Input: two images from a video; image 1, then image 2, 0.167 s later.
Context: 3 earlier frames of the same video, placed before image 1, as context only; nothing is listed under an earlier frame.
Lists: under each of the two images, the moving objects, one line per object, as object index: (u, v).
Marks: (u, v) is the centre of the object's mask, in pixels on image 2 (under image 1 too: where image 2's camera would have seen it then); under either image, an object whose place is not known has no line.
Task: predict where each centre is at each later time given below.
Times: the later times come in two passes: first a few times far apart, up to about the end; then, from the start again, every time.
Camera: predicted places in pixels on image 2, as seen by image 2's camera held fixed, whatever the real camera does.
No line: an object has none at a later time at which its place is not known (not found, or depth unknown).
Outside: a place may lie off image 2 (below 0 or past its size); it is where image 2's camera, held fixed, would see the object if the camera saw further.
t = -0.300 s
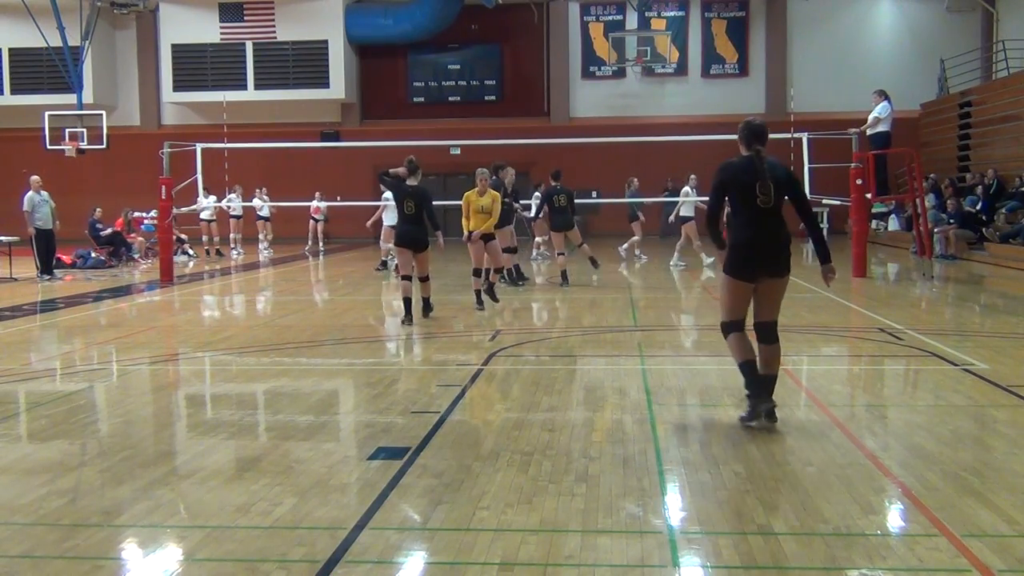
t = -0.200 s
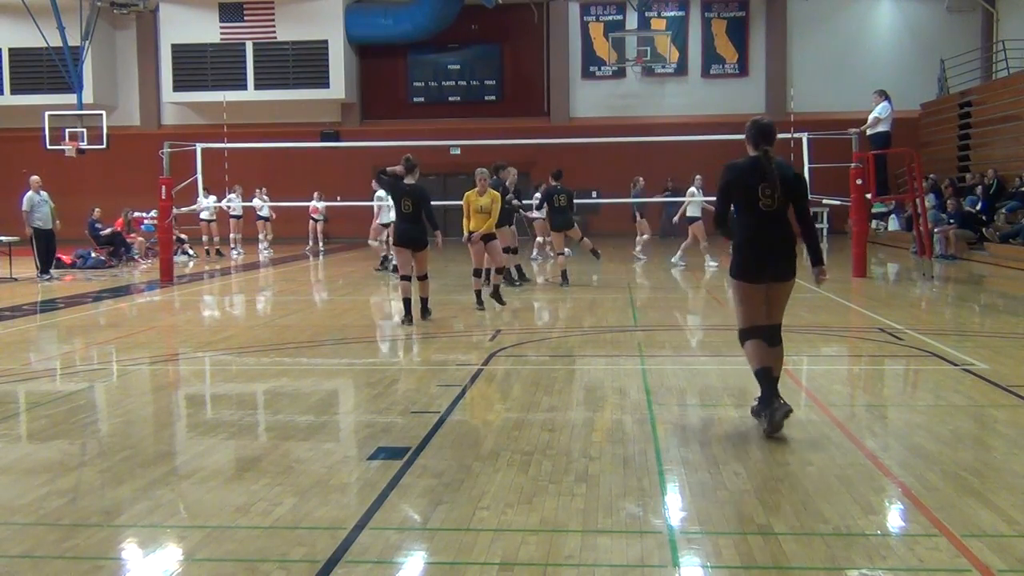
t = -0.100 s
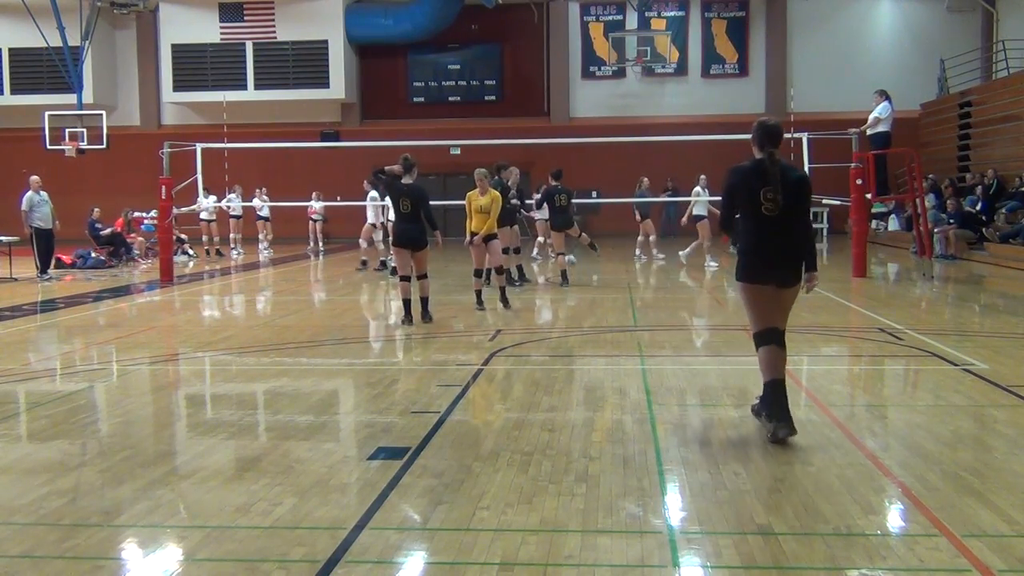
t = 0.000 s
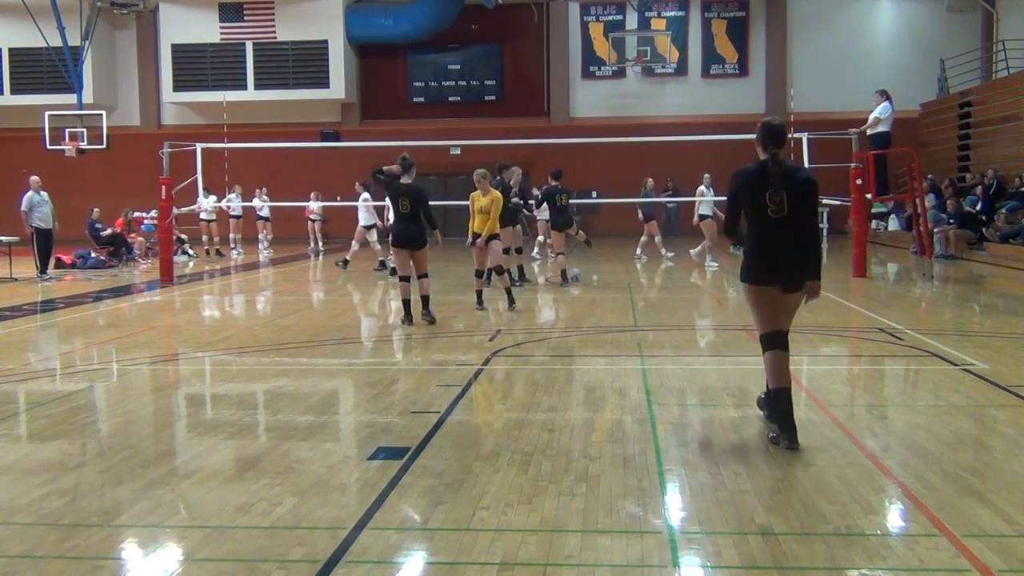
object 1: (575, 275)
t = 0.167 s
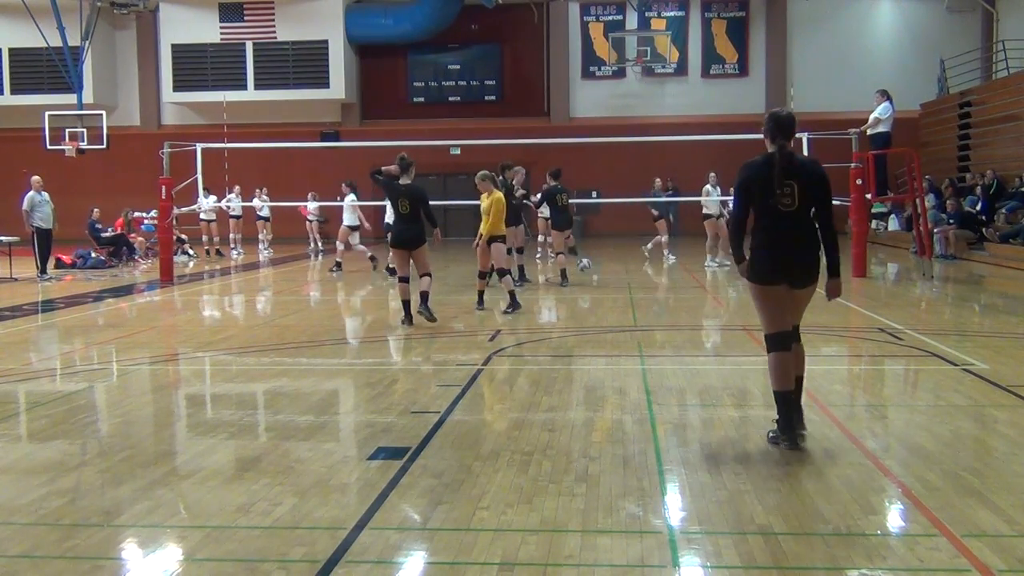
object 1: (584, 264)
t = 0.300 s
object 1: (591, 268)
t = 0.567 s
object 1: (607, 272)
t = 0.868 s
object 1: (627, 281)
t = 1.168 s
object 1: (648, 288)
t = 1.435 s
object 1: (670, 294)
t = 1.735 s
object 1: (697, 301)
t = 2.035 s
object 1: (727, 307)
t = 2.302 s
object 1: (757, 312)
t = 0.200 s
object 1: (586, 264)
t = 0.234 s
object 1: (586, 264)
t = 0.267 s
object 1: (589, 266)
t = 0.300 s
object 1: (591, 268)
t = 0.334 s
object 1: (593, 271)
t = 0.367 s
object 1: (595, 275)
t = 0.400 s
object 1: (597, 279)
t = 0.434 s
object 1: (599, 279)
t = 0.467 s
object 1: (600, 275)
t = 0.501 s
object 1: (603, 274)
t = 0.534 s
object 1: (605, 272)
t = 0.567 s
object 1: (607, 272)
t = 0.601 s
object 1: (609, 273)
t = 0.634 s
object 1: (612, 274)
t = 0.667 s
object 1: (614, 276)
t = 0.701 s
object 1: (615, 279)
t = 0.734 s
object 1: (618, 283)
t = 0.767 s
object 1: (621, 283)
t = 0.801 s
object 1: (623, 281)
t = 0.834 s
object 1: (625, 281)
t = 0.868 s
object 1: (627, 281)
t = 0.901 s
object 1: (629, 281)
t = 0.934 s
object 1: (631, 282)
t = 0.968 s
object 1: (634, 285)
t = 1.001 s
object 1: (636, 288)
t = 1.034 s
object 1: (639, 288)
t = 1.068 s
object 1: (641, 286)
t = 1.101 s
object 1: (643, 286)
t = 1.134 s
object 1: (646, 287)
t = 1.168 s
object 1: (648, 288)
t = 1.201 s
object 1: (651, 291)
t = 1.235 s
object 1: (654, 291)
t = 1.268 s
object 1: (656, 290)
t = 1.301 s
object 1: (658, 291)
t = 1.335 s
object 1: (662, 292)
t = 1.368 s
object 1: (665, 294)
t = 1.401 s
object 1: (667, 294)
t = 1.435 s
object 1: (670, 294)
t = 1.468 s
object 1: (673, 295)
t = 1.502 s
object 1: (676, 297)
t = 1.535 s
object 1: (679, 297)
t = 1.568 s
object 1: (681, 298)
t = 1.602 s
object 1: (685, 298)
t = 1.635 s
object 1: (688, 299)
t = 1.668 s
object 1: (691, 299)
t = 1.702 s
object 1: (694, 300)
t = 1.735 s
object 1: (697, 301)
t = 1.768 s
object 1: (700, 301)
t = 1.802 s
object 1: (703, 302)
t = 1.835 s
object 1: (707, 302)
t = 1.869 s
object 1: (710, 303)
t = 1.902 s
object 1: (713, 304)
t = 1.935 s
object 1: (717, 305)
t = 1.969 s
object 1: (720, 305)
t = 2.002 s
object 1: (724, 306)
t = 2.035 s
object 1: (727, 307)
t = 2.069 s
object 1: (731, 308)
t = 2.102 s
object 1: (734, 308)
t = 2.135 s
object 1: (739, 309)
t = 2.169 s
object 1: (742, 309)
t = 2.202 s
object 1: (746, 310)
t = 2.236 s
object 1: (749, 311)
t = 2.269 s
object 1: (753, 312)
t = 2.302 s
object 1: (757, 312)
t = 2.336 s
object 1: (761, 313)
